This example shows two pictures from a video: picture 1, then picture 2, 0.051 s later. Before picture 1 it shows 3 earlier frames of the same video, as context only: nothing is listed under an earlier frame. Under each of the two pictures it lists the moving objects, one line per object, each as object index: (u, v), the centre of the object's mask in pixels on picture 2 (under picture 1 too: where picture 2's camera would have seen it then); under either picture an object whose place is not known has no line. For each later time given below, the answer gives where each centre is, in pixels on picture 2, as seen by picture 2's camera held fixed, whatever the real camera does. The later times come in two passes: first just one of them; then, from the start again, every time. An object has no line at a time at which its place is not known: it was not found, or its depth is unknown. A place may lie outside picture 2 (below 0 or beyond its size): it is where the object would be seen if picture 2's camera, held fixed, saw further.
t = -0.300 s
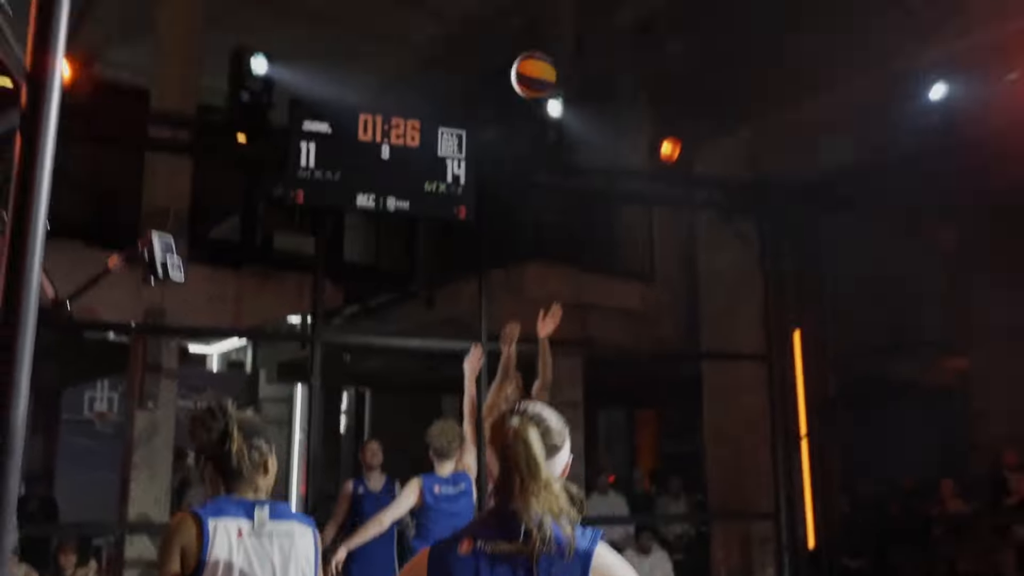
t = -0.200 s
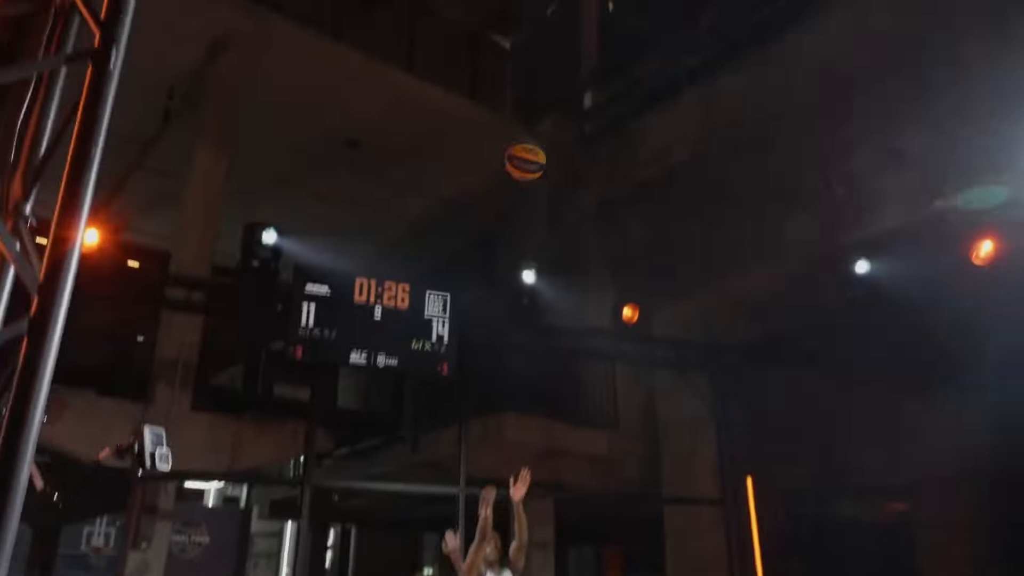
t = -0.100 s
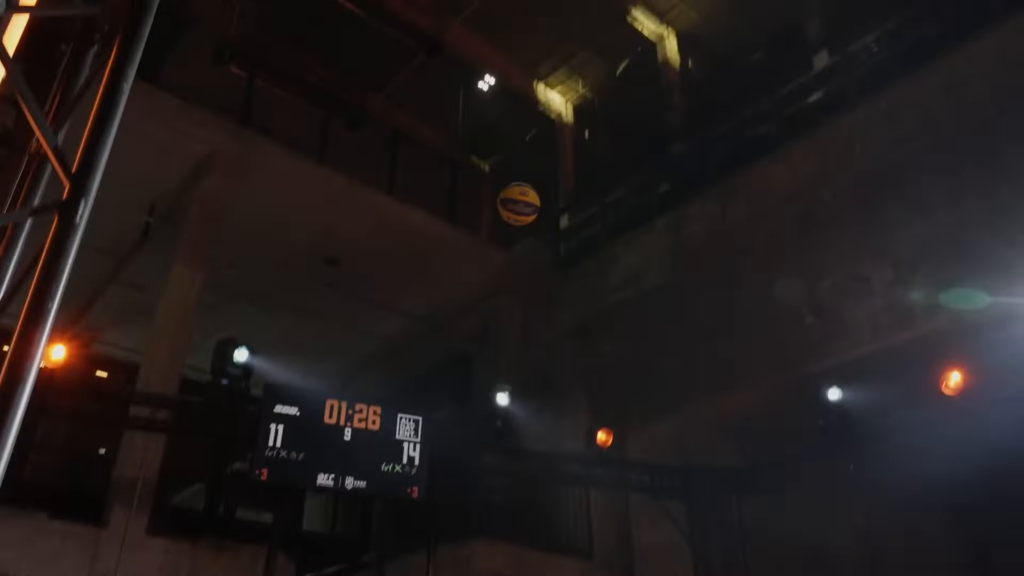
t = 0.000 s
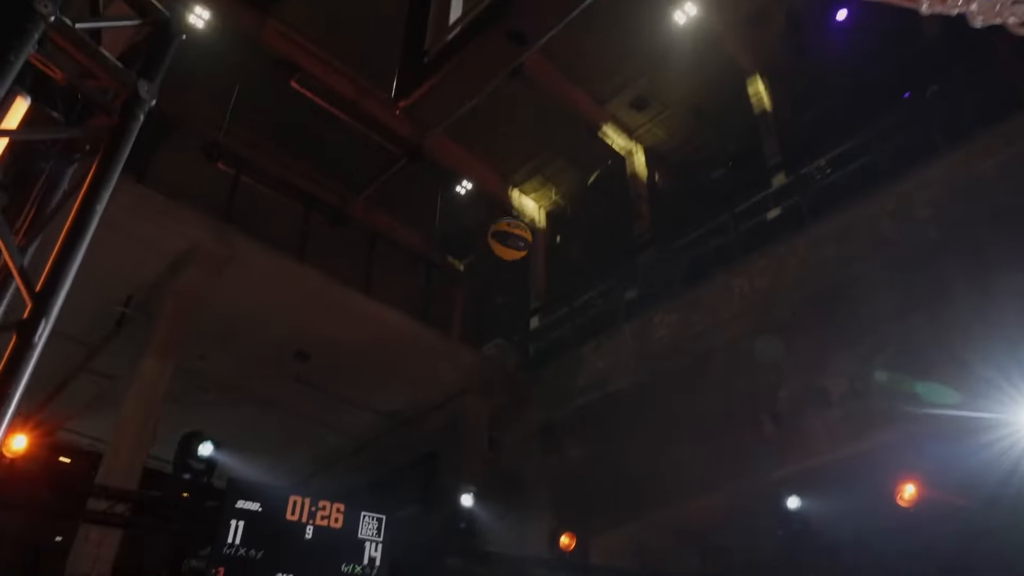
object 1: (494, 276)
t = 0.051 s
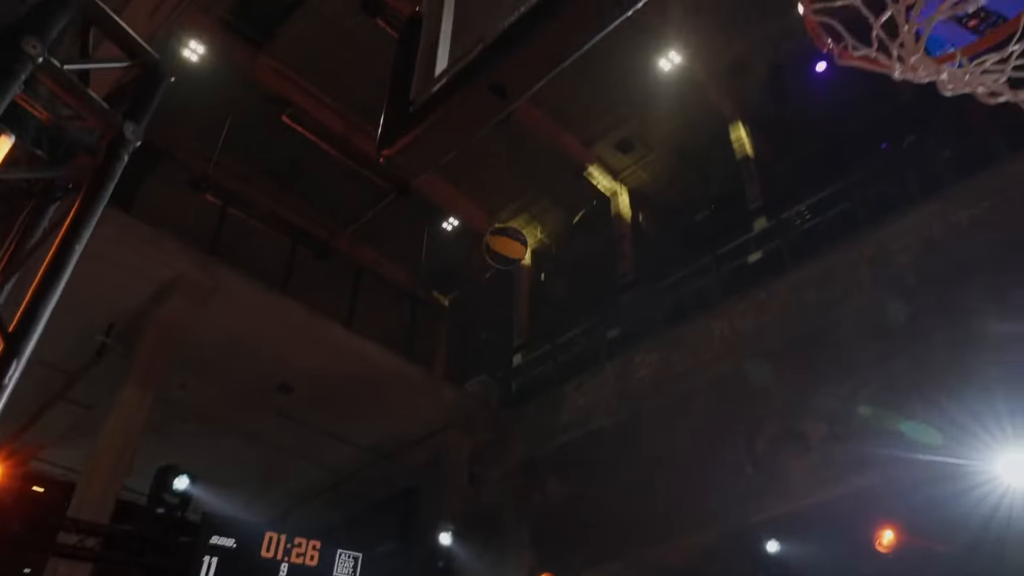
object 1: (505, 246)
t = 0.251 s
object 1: (556, 139)
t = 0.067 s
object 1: (509, 237)
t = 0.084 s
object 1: (513, 228)
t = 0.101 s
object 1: (517, 218)
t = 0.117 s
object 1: (521, 208)
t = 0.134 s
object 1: (525, 198)
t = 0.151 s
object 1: (528, 191)
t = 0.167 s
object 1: (533, 182)
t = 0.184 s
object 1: (537, 173)
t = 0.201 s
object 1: (543, 163)
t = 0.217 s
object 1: (548, 153)
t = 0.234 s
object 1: (552, 148)
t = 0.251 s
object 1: (556, 139)
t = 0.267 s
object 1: (562, 131)
